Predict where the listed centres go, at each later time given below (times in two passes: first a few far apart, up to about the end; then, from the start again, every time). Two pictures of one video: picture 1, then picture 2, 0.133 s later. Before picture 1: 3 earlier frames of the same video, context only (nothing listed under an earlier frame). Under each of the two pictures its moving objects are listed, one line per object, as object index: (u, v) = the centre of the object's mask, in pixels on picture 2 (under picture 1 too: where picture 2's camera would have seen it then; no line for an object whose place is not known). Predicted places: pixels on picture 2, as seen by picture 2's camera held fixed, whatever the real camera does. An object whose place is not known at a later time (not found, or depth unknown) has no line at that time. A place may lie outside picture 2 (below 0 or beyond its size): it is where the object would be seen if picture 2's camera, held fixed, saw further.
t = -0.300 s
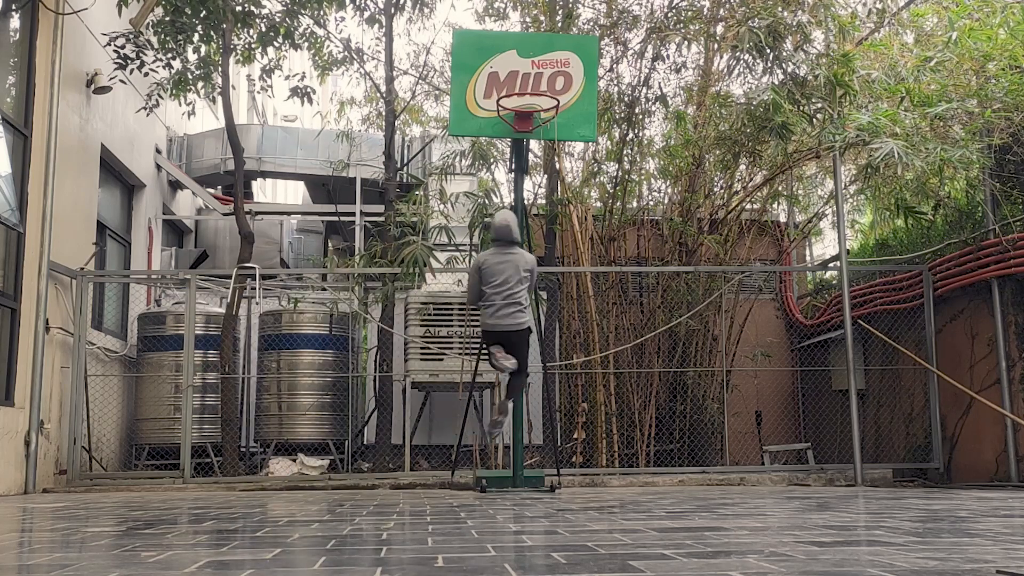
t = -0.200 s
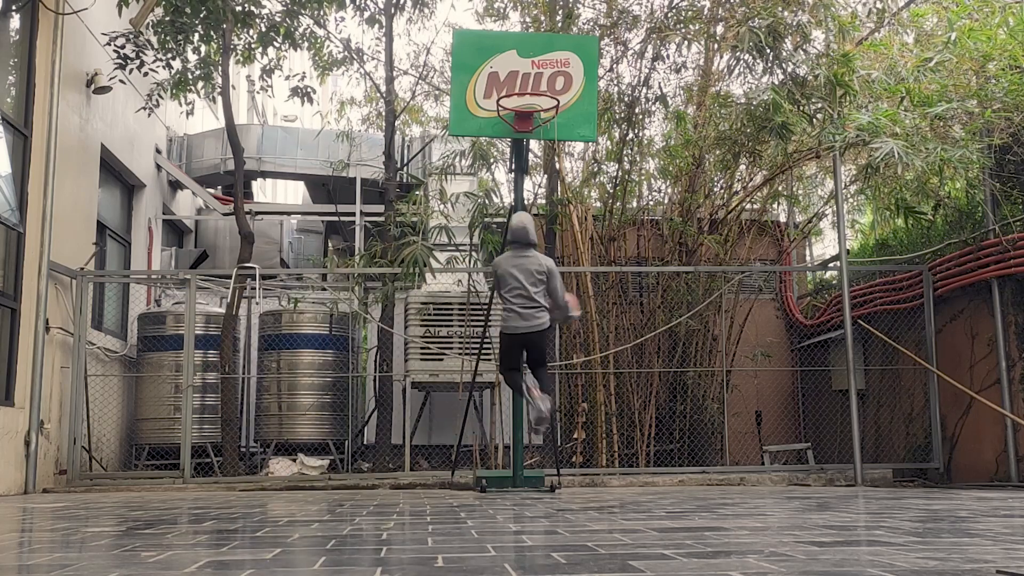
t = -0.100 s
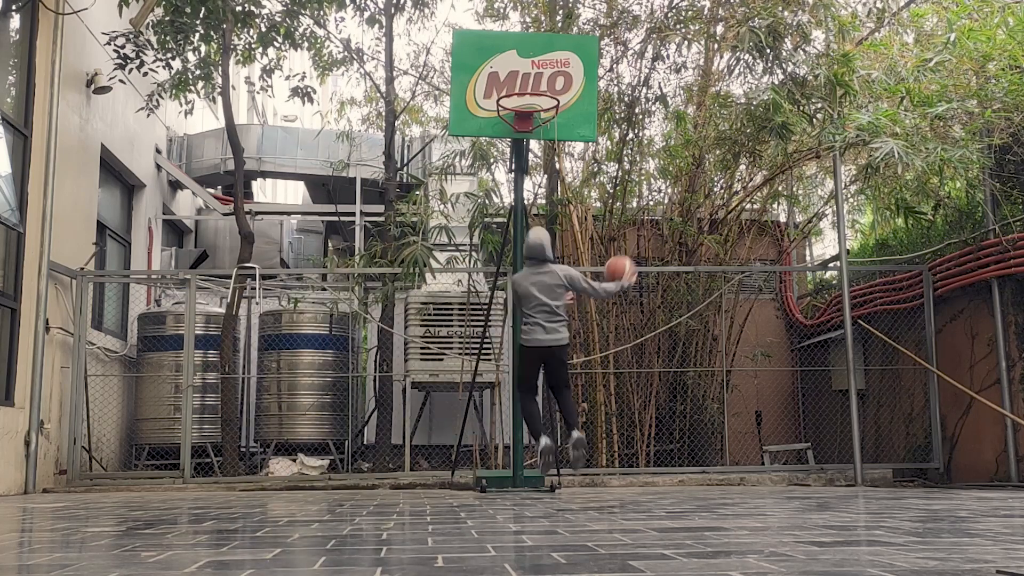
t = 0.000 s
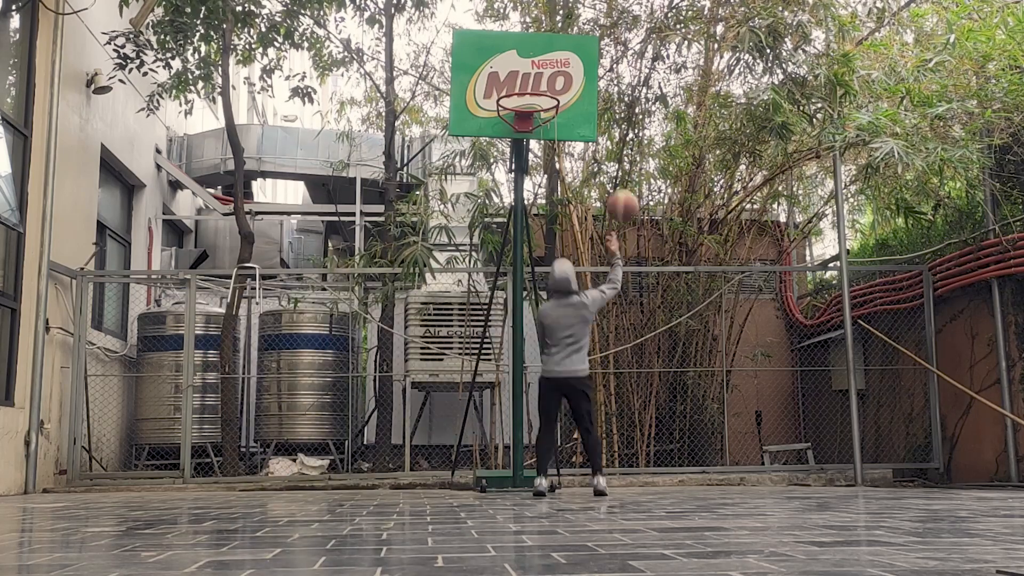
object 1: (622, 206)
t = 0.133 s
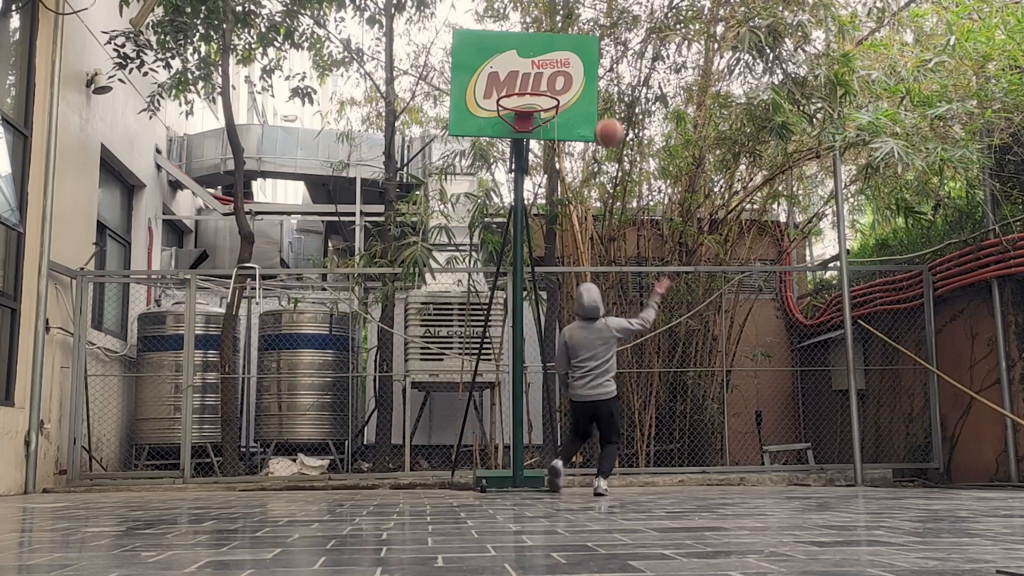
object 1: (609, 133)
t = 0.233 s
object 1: (600, 96)
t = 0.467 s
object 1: (573, 53)
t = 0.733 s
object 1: (540, 81)
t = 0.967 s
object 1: (511, 180)
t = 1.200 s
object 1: (479, 359)
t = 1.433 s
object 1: (460, 386)
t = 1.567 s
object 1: (457, 304)
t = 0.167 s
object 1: (606, 119)
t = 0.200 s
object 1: (603, 107)
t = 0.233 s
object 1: (600, 96)
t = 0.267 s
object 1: (597, 85)
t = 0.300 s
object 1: (594, 77)
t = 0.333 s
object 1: (590, 70)
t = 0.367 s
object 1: (585, 63)
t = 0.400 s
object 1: (581, 58)
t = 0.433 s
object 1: (577, 55)
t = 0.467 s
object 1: (573, 53)
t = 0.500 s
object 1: (569, 52)
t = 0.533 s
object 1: (565, 52)
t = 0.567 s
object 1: (560, 53)
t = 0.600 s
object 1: (556, 56)
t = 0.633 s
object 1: (552, 60)
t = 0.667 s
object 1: (548, 65)
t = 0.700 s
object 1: (544, 73)
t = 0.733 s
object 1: (540, 81)
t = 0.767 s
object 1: (535, 91)
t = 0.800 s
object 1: (531, 103)
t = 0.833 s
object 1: (527, 116)
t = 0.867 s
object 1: (522, 127)
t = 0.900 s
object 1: (519, 143)
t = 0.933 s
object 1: (515, 160)
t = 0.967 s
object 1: (511, 180)
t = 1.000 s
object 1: (506, 201)
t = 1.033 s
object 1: (502, 222)
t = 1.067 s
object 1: (497, 247)
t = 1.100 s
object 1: (493, 271)
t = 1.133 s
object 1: (489, 299)
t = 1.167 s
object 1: (484, 329)
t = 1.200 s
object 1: (479, 359)
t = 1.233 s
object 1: (475, 394)
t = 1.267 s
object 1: (470, 429)
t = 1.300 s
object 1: (466, 469)
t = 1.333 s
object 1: (463, 466)
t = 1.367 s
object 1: (463, 436)
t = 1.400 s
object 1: (462, 410)
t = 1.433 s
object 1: (460, 386)
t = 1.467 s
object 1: (459, 362)
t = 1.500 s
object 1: (458, 341)
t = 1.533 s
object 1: (457, 321)
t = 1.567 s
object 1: (457, 304)
